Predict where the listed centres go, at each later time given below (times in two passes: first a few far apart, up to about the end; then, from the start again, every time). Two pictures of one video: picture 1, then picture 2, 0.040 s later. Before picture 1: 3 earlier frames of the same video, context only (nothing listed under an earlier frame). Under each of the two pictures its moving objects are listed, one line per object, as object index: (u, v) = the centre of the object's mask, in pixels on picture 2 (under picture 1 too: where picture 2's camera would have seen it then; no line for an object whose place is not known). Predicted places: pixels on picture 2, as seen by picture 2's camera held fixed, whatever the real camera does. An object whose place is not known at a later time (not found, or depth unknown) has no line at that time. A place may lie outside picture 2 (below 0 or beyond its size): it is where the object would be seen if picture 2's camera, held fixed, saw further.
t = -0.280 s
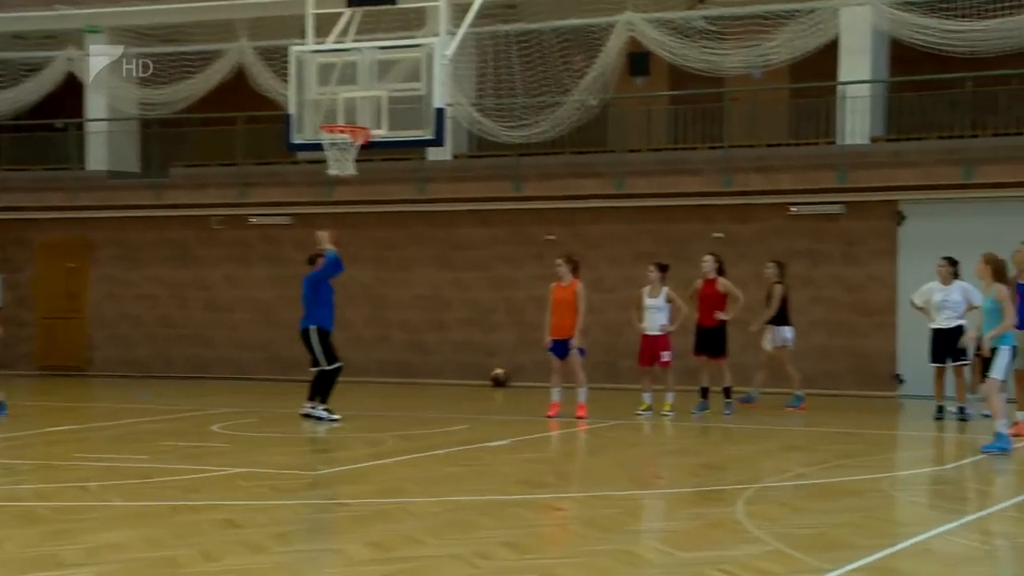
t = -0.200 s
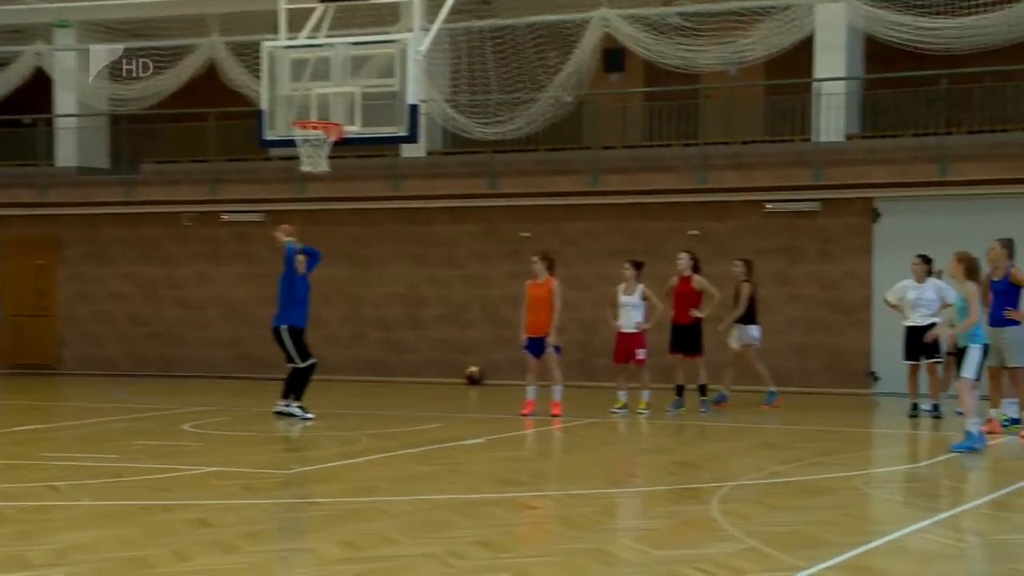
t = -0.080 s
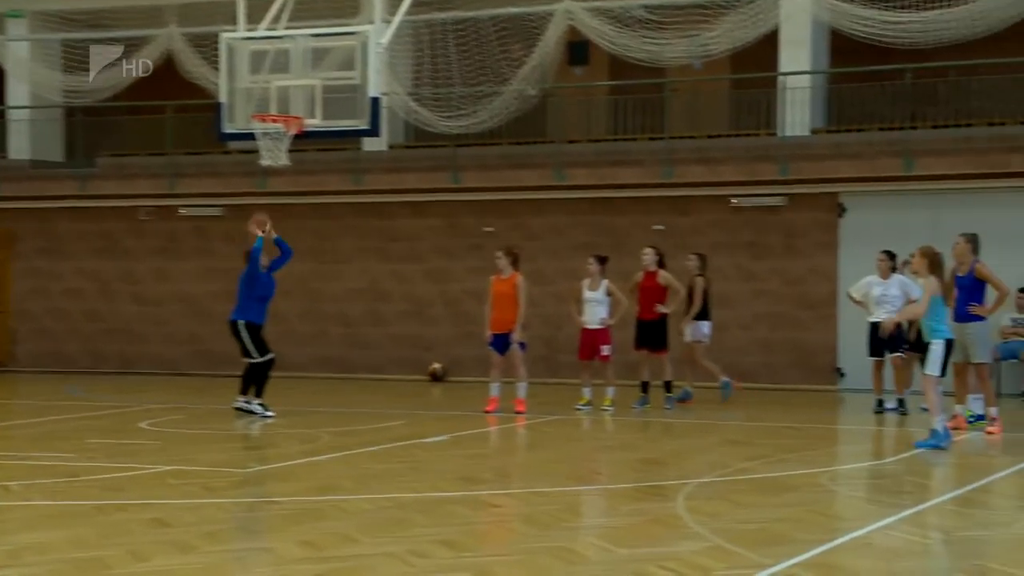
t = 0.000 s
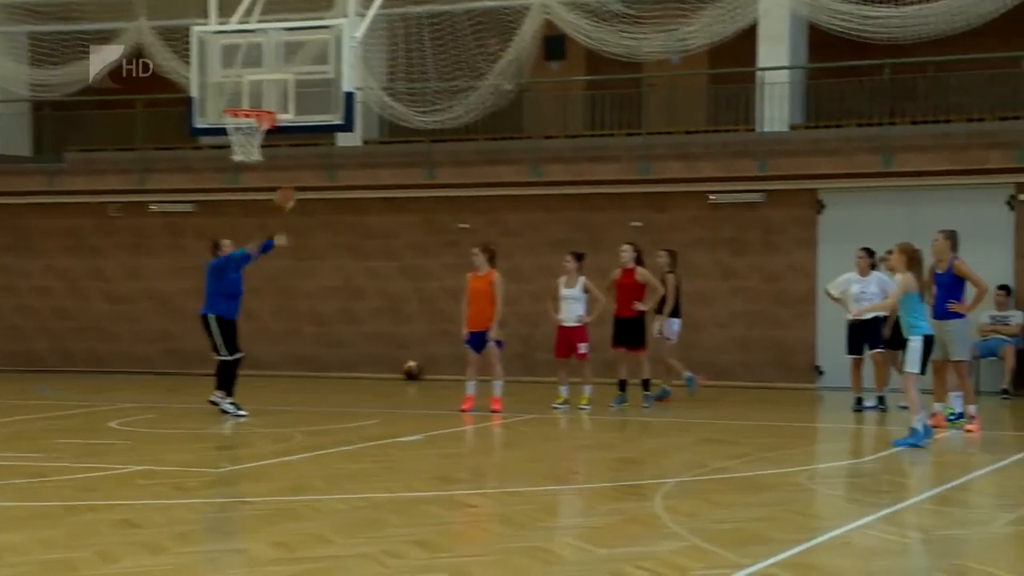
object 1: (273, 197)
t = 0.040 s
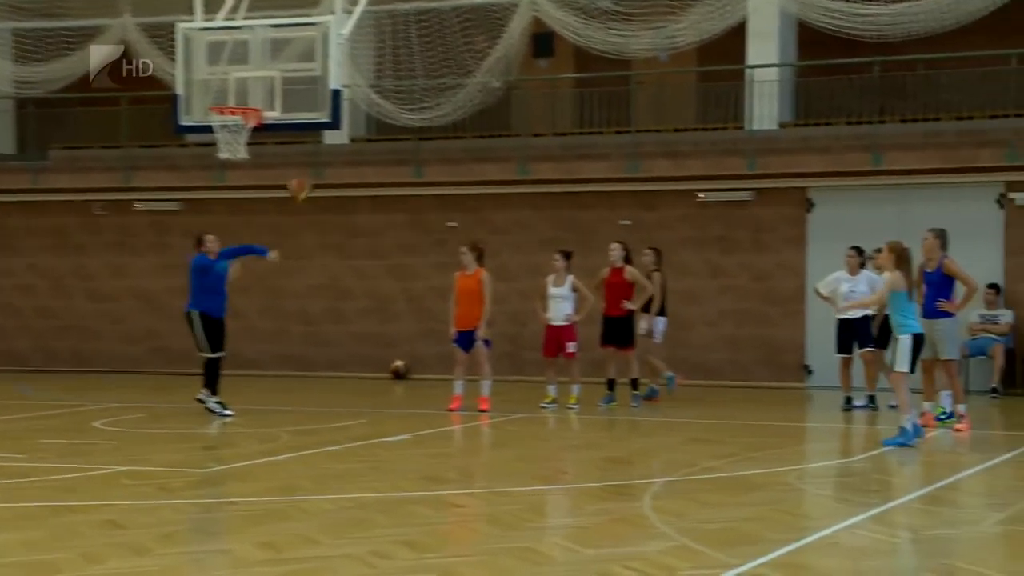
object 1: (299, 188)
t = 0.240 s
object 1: (448, 163)
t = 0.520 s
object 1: (688, 212)
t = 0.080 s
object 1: (326, 179)
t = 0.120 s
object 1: (357, 174)
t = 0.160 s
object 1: (388, 168)
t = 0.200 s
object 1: (417, 165)
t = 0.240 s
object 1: (448, 163)
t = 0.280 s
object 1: (479, 164)
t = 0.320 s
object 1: (512, 166)
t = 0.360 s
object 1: (546, 171)
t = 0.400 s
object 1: (579, 178)
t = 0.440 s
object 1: (614, 186)
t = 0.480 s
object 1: (651, 199)
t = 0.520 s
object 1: (688, 212)
